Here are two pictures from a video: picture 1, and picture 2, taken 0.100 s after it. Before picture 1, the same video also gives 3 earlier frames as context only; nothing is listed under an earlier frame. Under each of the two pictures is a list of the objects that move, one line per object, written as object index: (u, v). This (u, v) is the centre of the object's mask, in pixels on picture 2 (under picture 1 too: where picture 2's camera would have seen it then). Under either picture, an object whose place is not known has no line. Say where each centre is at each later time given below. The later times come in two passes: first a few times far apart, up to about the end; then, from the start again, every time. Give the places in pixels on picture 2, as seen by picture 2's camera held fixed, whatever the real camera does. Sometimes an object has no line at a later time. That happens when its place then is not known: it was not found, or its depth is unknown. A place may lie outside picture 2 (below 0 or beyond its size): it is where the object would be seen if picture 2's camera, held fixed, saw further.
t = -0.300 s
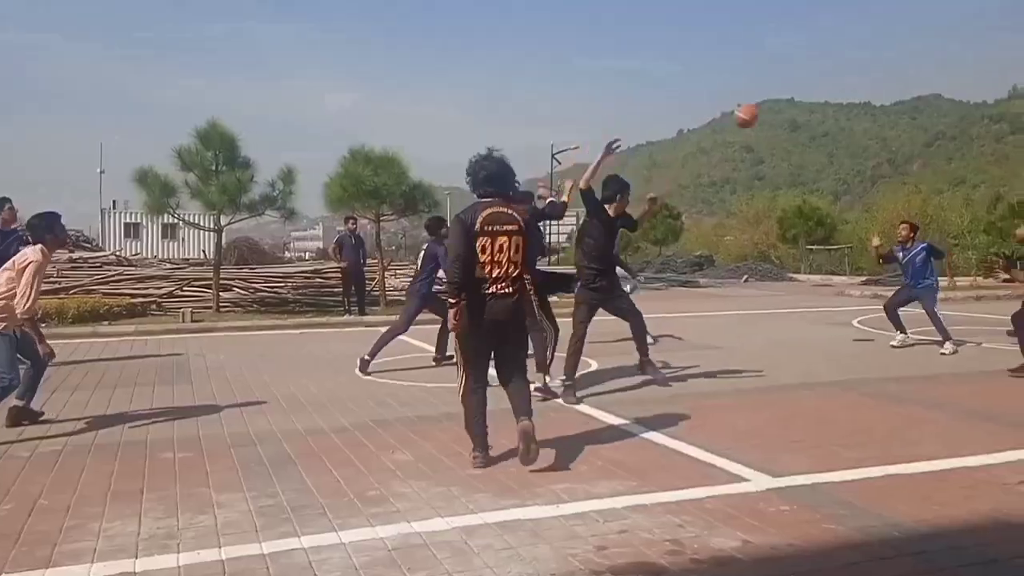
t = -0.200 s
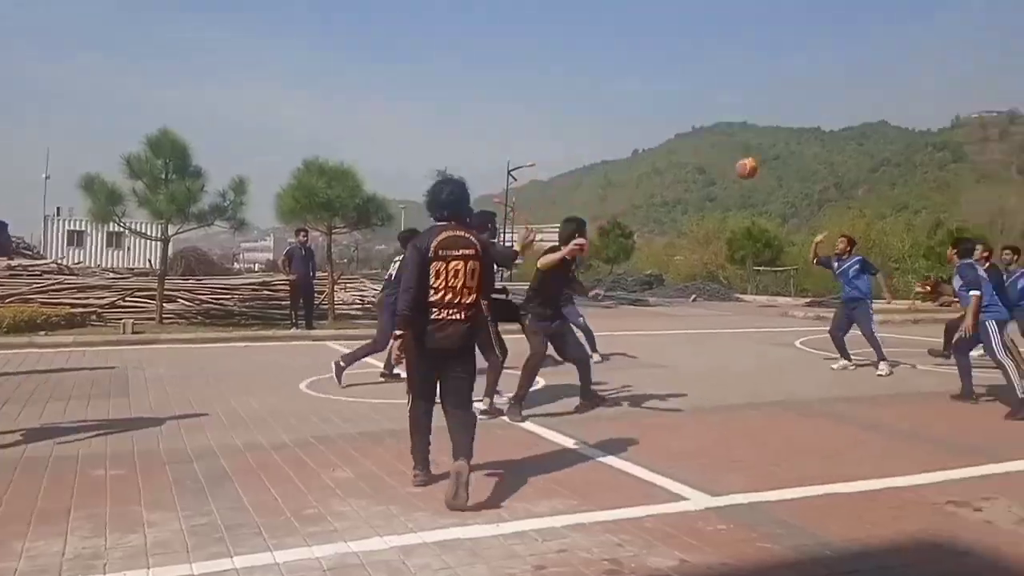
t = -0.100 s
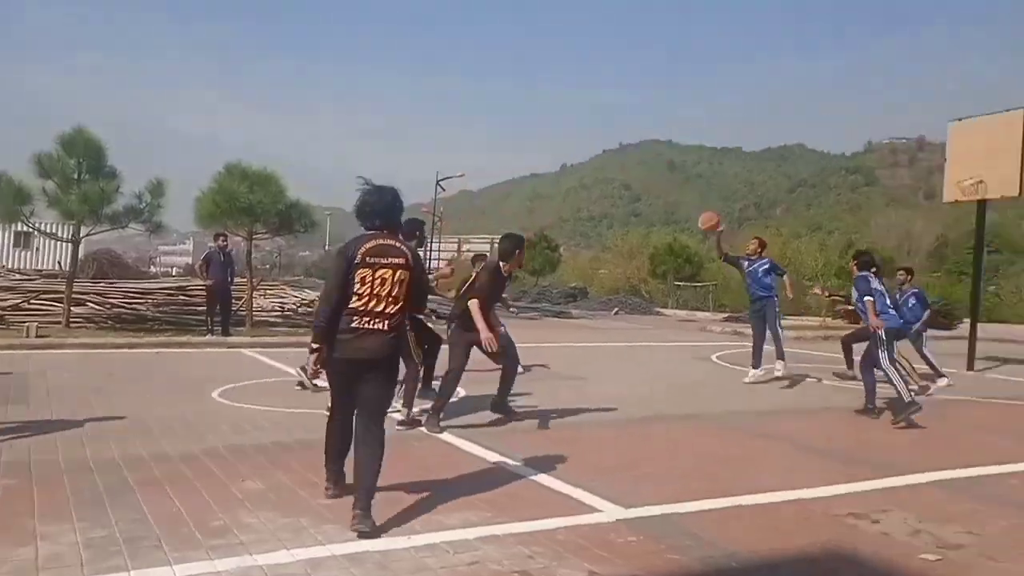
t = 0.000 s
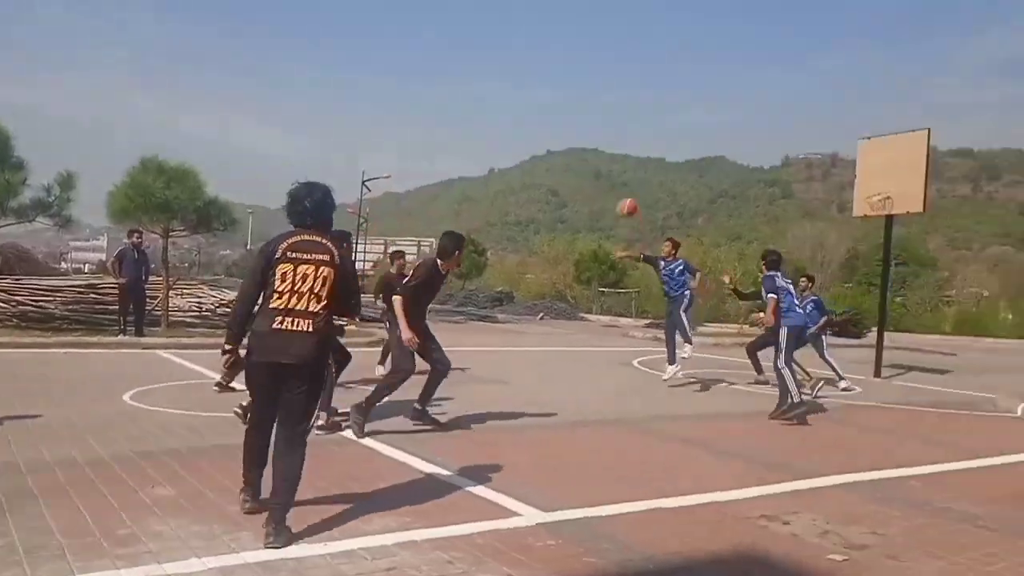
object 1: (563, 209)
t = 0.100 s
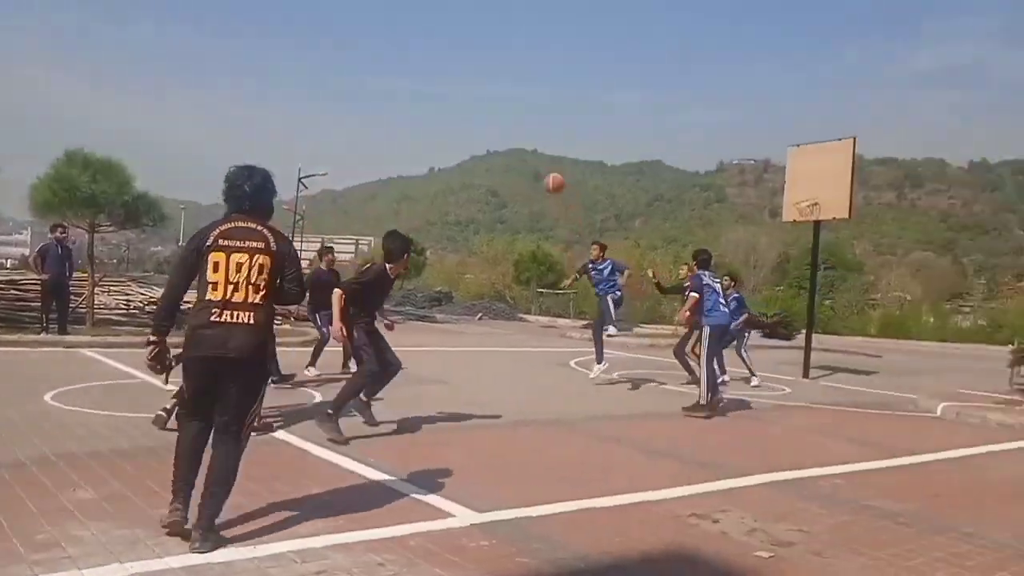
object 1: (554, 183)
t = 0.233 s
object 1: (537, 160)
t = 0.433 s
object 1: (508, 151)
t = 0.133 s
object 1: (549, 176)
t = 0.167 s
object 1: (545, 170)
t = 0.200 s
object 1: (541, 164)
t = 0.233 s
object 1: (537, 160)
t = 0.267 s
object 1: (533, 156)
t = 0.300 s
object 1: (528, 153)
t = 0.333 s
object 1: (523, 151)
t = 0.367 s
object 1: (518, 150)
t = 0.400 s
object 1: (513, 151)
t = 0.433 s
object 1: (508, 151)
